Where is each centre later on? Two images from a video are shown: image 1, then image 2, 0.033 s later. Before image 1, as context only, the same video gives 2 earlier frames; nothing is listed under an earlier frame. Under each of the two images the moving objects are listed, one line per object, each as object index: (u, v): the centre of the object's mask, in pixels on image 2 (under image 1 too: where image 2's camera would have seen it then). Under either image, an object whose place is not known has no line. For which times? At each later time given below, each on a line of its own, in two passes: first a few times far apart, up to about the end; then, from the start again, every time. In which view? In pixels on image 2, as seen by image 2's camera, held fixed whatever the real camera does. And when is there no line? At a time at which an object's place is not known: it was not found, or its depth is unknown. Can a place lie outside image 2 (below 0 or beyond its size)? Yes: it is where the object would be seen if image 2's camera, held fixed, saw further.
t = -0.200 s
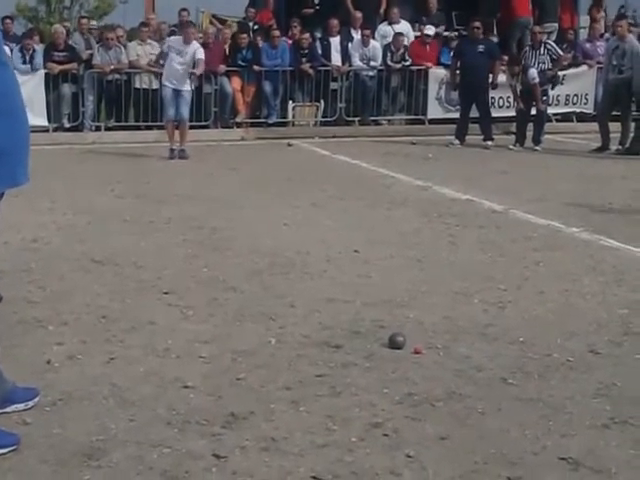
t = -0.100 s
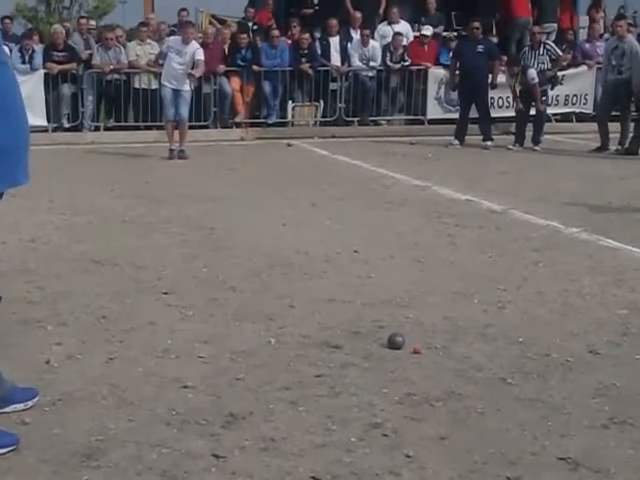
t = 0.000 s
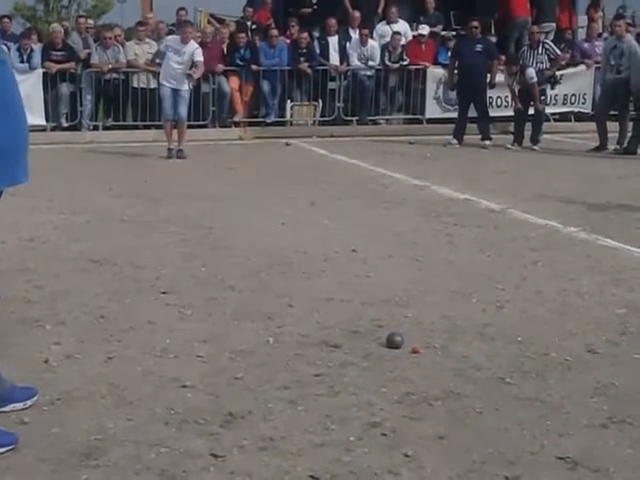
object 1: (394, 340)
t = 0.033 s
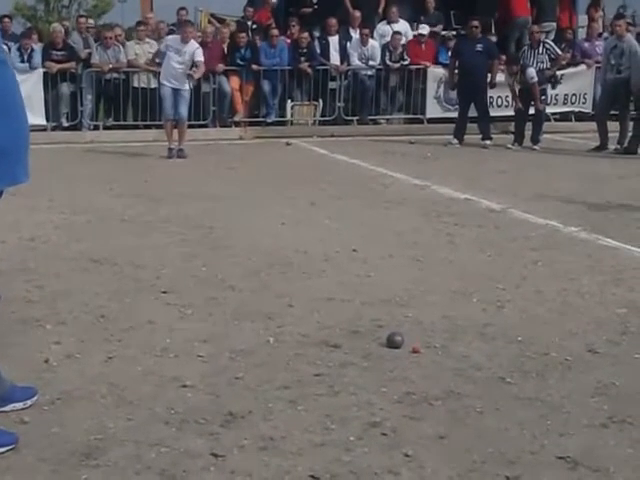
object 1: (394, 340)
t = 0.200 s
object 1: (394, 340)
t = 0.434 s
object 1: (419, 335)
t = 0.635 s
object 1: (545, 363)
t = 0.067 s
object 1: (394, 340)
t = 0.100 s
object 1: (395, 340)
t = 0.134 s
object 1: (394, 340)
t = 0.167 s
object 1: (394, 340)
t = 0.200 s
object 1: (394, 340)
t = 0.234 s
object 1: (394, 340)
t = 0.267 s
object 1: (394, 340)
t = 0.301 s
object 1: (394, 340)
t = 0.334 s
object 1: (395, 340)
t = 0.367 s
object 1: (394, 340)
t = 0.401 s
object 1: (400, 340)
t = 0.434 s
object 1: (419, 335)
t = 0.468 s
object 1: (437, 332)
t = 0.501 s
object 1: (457, 332)
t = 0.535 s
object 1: (478, 335)
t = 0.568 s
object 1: (499, 341)
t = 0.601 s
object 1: (521, 349)
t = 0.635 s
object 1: (545, 363)
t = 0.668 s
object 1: (570, 380)
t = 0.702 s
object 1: (595, 401)
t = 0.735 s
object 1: (621, 409)
